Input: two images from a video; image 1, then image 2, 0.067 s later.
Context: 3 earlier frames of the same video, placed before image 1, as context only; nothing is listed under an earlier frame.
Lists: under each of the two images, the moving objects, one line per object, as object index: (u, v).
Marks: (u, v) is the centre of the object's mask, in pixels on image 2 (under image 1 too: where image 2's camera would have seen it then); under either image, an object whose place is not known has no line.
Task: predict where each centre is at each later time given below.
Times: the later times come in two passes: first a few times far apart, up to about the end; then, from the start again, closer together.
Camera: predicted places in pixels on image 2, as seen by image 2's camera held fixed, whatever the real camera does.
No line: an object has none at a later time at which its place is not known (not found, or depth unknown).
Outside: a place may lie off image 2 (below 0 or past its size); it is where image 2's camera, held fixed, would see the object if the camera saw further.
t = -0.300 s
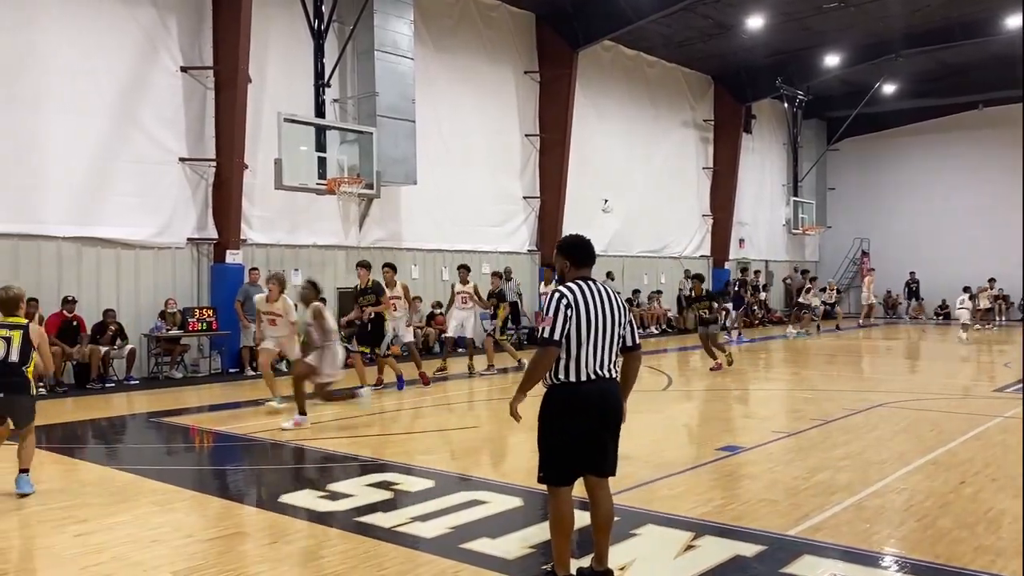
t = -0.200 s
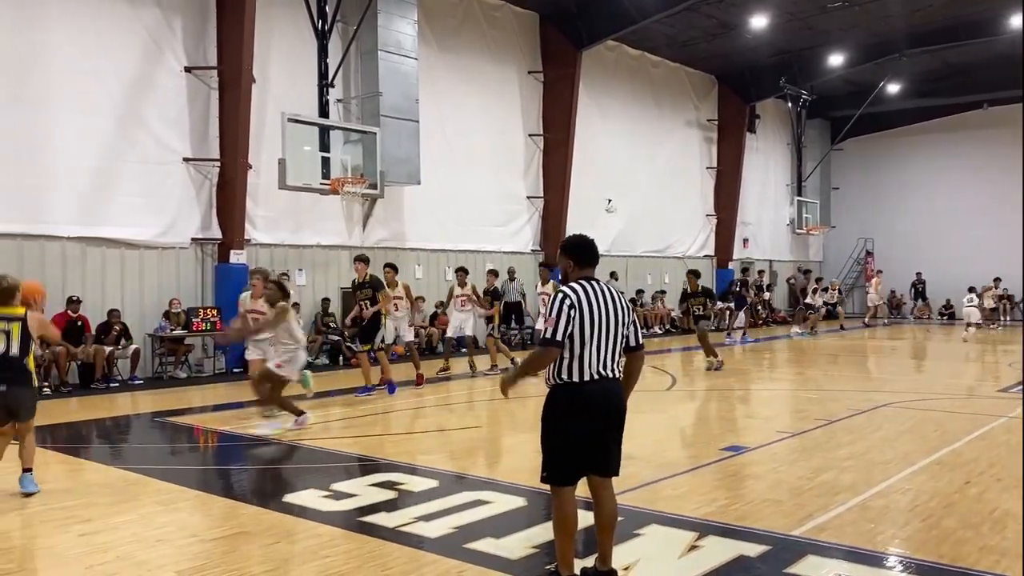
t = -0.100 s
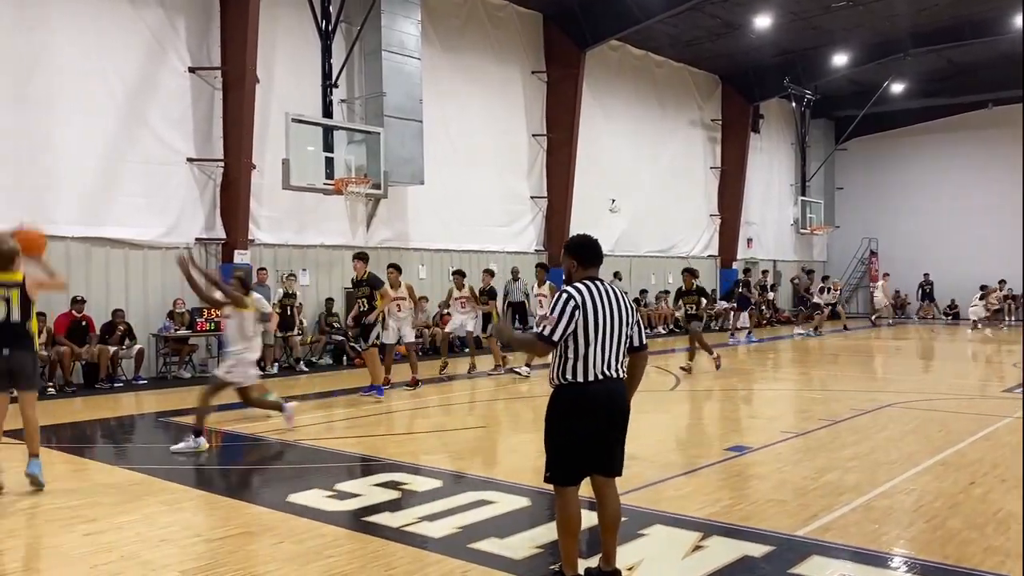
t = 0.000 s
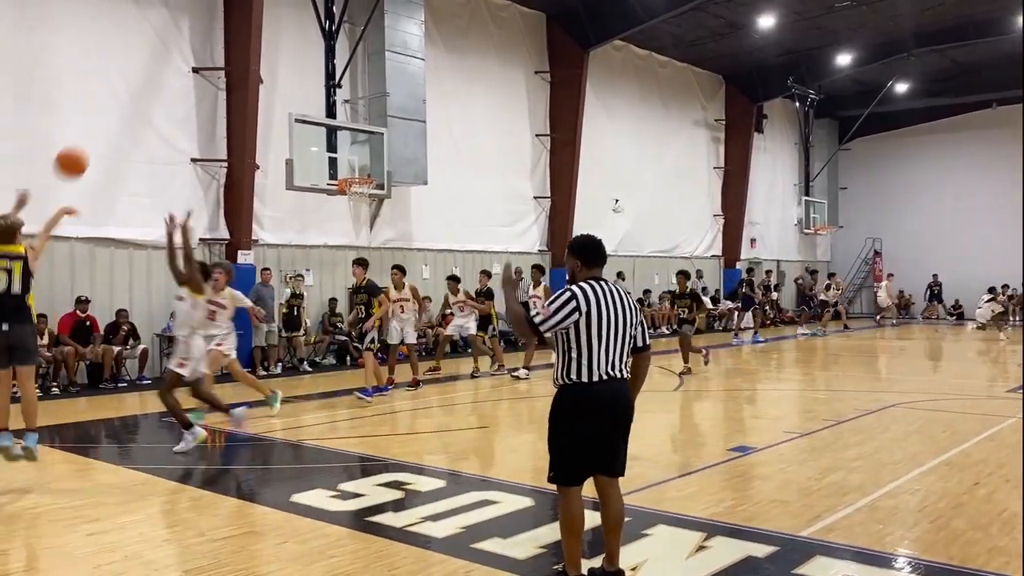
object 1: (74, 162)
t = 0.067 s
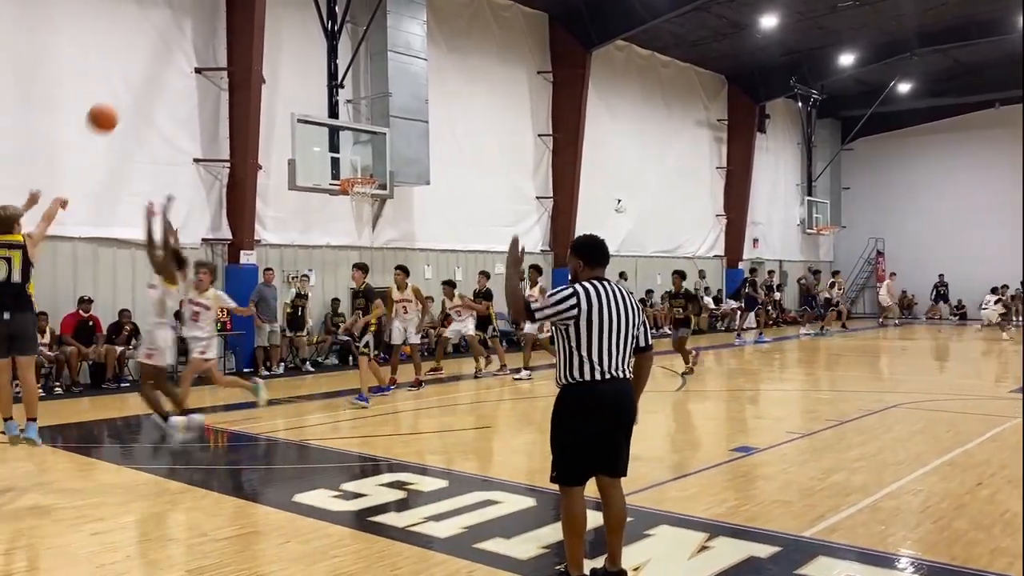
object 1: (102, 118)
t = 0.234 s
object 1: (162, 43)
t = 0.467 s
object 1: (228, 5)
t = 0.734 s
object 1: (282, 21)
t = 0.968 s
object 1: (321, 75)
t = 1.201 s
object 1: (353, 154)
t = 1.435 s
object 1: (383, 178)
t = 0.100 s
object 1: (116, 99)
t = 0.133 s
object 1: (128, 83)
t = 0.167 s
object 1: (140, 68)
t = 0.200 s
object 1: (152, 54)
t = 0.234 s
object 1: (162, 43)
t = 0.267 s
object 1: (173, 33)
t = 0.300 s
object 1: (183, 25)
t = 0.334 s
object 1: (193, 18)
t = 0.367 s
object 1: (201, 12)
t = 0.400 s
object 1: (210, 9)
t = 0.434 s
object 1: (219, 7)
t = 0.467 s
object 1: (228, 5)
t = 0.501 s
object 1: (235, 5)
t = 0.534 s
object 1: (242, 4)
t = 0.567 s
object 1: (249, 4)
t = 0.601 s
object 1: (256, 5)
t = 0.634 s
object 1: (263, 8)
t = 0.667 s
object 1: (270, 11)
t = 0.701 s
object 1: (277, 16)
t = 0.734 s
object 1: (282, 21)
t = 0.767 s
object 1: (289, 27)
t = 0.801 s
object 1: (295, 34)
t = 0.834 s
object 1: (300, 41)
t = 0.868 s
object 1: (306, 48)
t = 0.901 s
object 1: (311, 56)
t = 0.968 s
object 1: (321, 75)
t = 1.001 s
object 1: (327, 85)
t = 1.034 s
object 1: (332, 96)
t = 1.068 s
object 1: (336, 107)
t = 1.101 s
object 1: (341, 117)
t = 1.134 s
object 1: (345, 129)
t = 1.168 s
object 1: (349, 141)
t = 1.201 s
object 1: (353, 154)
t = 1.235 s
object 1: (357, 166)
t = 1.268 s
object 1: (363, 173)
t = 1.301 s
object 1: (368, 173)
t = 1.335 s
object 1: (371, 174)
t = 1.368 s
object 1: (375, 174)
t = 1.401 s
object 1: (380, 176)
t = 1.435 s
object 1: (383, 178)
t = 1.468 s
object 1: (388, 182)
